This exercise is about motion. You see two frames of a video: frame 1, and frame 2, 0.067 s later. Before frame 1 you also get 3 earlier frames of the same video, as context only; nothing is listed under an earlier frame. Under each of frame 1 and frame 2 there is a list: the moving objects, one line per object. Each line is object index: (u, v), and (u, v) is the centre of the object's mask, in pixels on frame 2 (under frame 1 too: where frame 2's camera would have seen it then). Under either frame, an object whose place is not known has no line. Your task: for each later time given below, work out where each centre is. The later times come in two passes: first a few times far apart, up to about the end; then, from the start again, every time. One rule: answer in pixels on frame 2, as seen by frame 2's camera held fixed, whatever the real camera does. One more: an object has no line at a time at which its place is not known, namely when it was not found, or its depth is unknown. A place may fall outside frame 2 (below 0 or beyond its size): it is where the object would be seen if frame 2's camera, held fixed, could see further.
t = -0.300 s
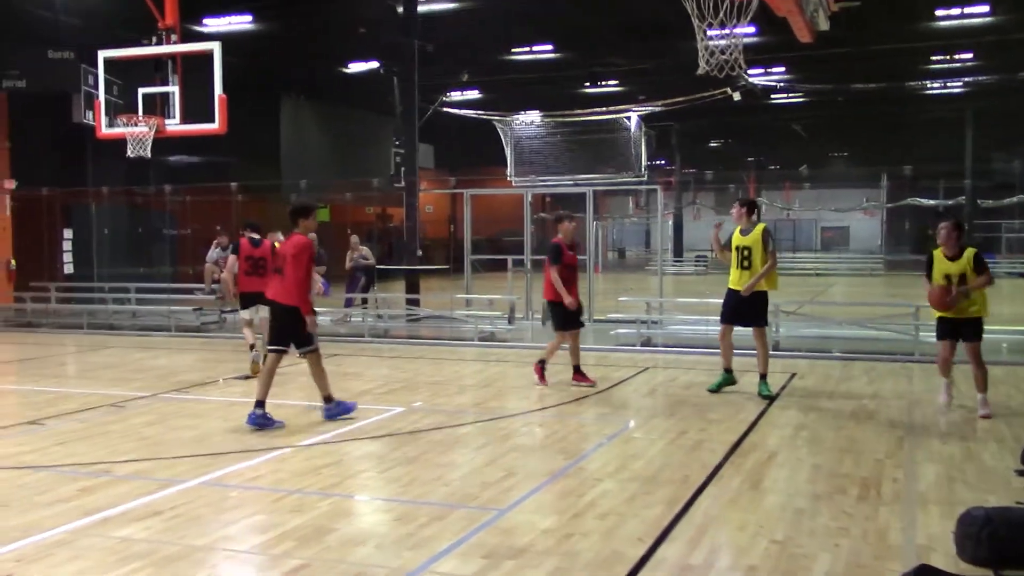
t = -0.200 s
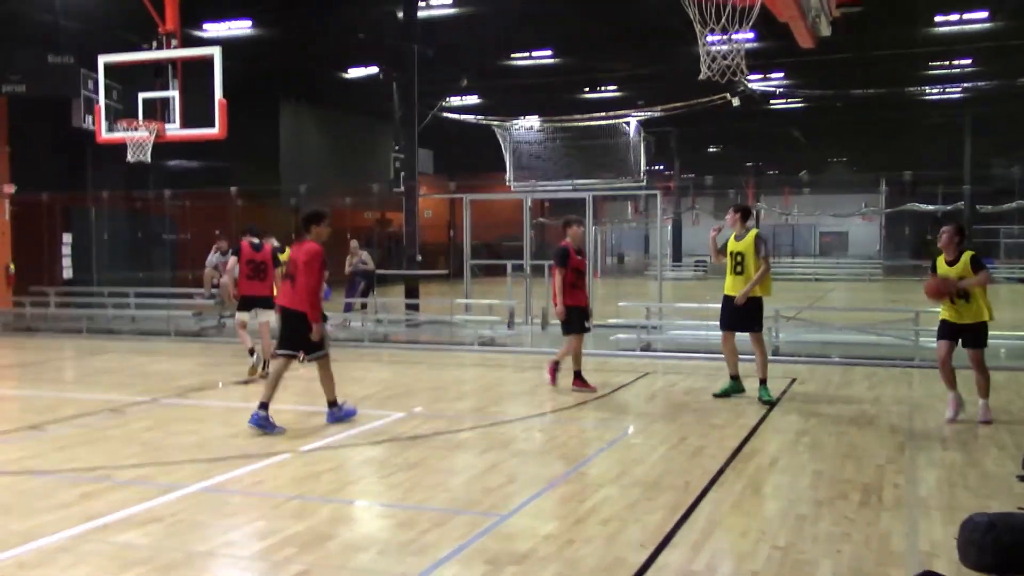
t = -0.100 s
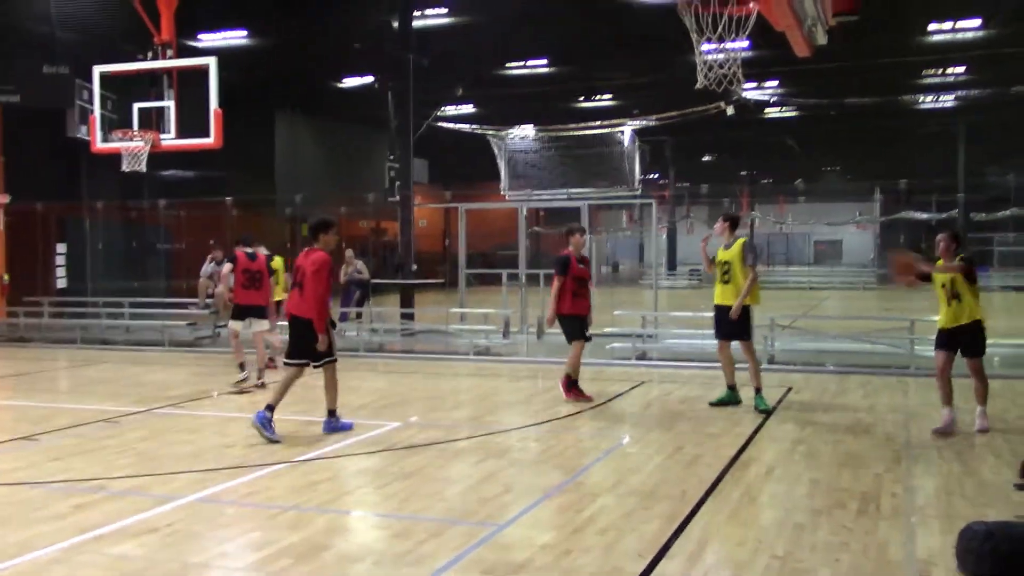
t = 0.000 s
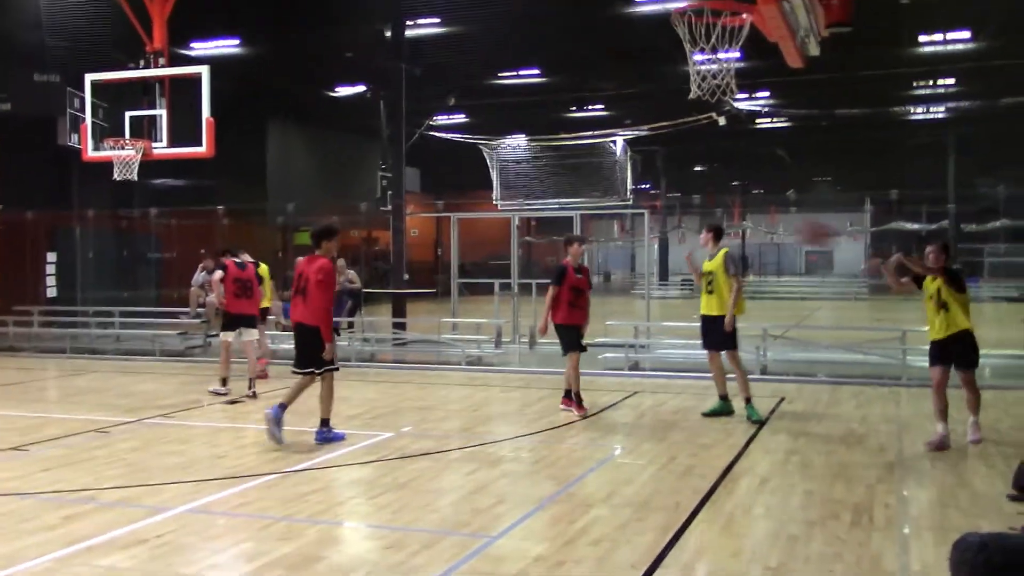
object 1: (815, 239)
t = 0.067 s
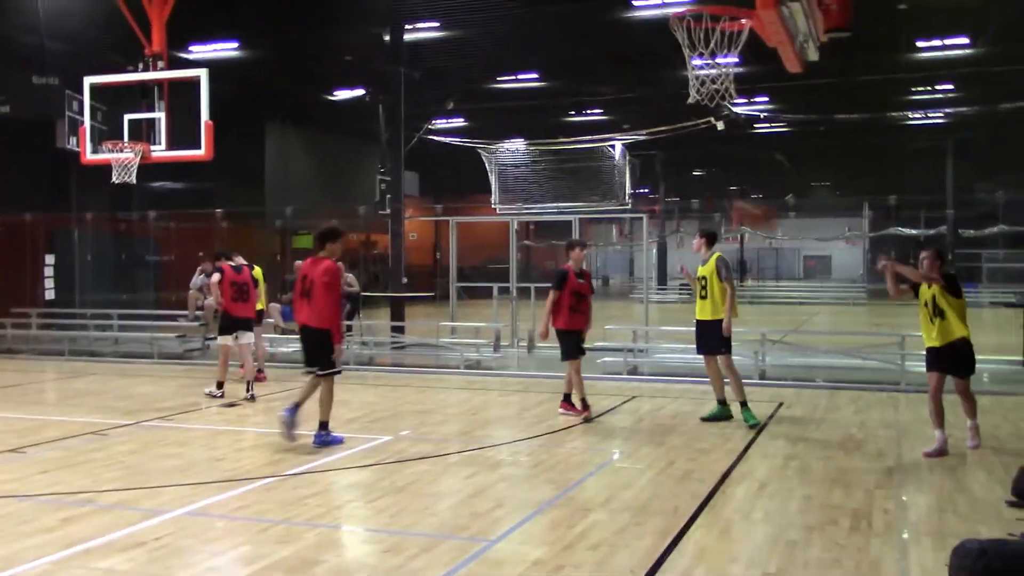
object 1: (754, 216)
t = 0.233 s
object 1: (596, 178)
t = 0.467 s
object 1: (366, 183)
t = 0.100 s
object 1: (723, 207)
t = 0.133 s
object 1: (692, 197)
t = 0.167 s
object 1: (660, 189)
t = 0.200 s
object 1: (633, 183)
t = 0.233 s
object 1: (596, 178)
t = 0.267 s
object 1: (564, 175)
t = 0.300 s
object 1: (535, 175)
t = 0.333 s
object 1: (503, 173)
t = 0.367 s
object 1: (470, 174)
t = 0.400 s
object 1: (436, 175)
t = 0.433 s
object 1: (401, 178)
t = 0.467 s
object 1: (366, 183)
